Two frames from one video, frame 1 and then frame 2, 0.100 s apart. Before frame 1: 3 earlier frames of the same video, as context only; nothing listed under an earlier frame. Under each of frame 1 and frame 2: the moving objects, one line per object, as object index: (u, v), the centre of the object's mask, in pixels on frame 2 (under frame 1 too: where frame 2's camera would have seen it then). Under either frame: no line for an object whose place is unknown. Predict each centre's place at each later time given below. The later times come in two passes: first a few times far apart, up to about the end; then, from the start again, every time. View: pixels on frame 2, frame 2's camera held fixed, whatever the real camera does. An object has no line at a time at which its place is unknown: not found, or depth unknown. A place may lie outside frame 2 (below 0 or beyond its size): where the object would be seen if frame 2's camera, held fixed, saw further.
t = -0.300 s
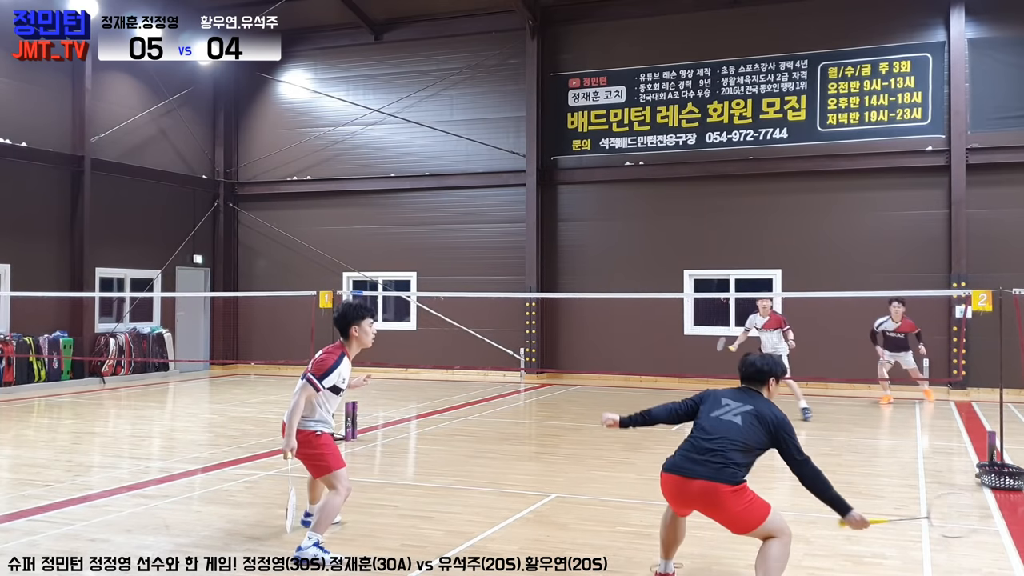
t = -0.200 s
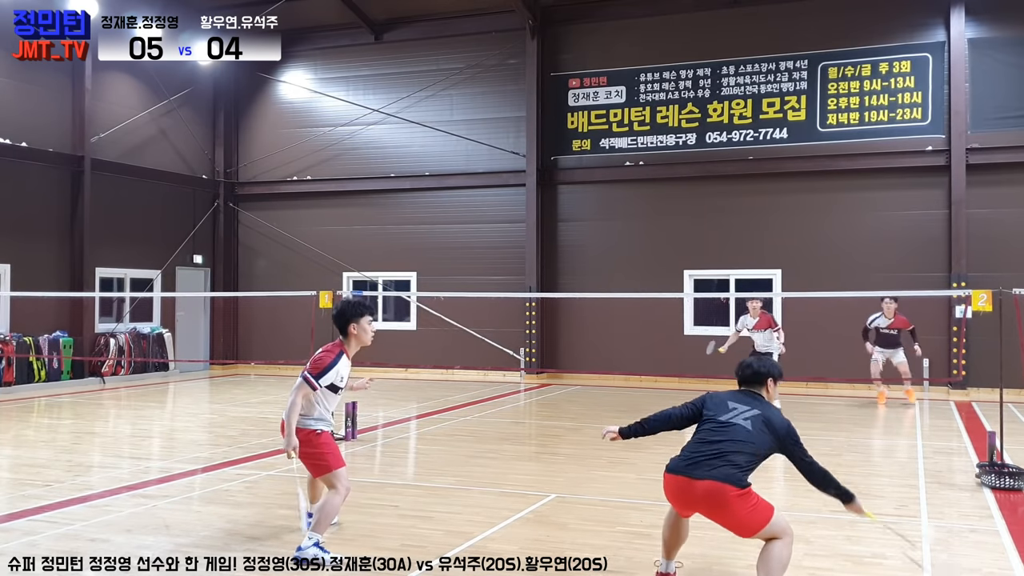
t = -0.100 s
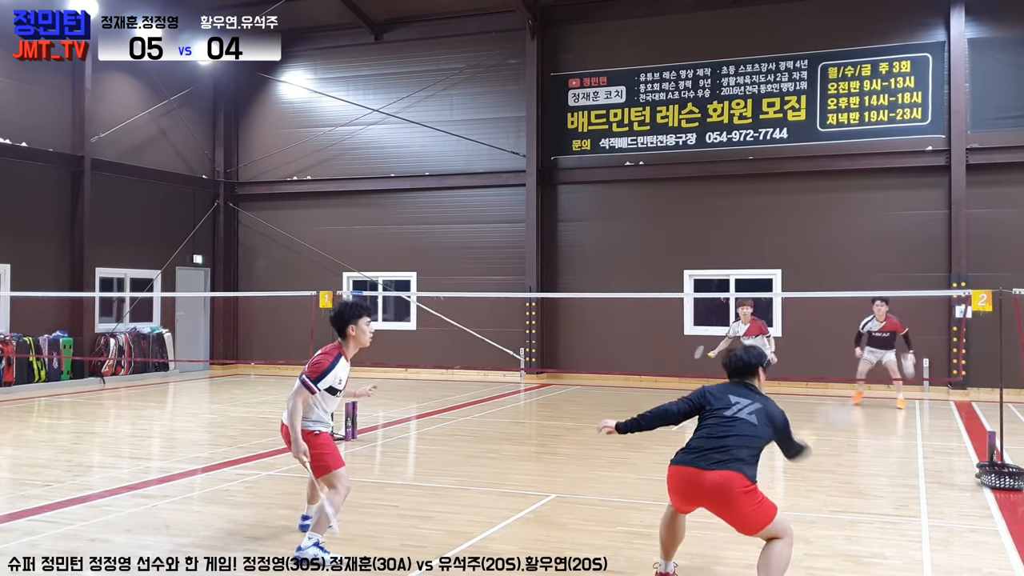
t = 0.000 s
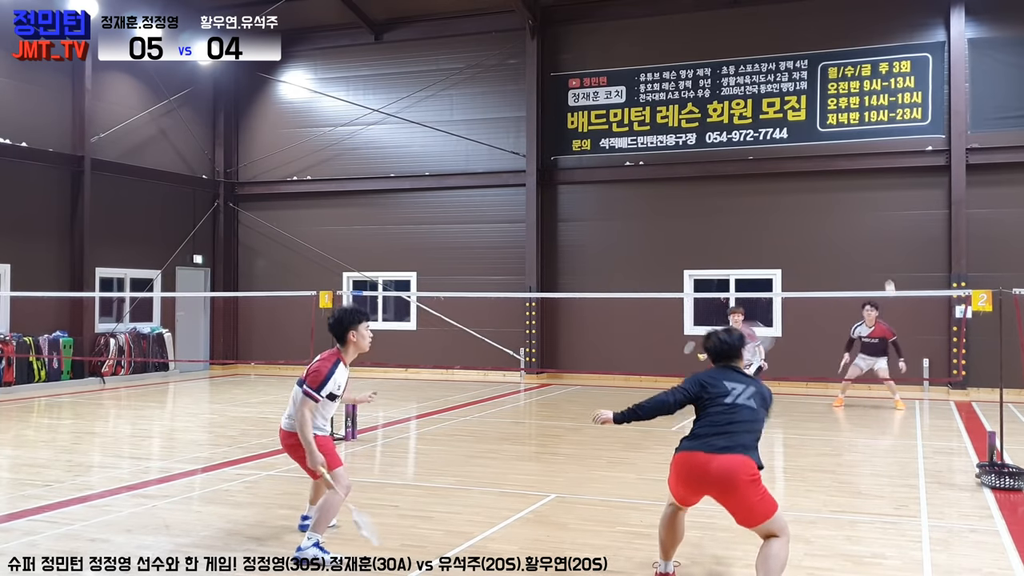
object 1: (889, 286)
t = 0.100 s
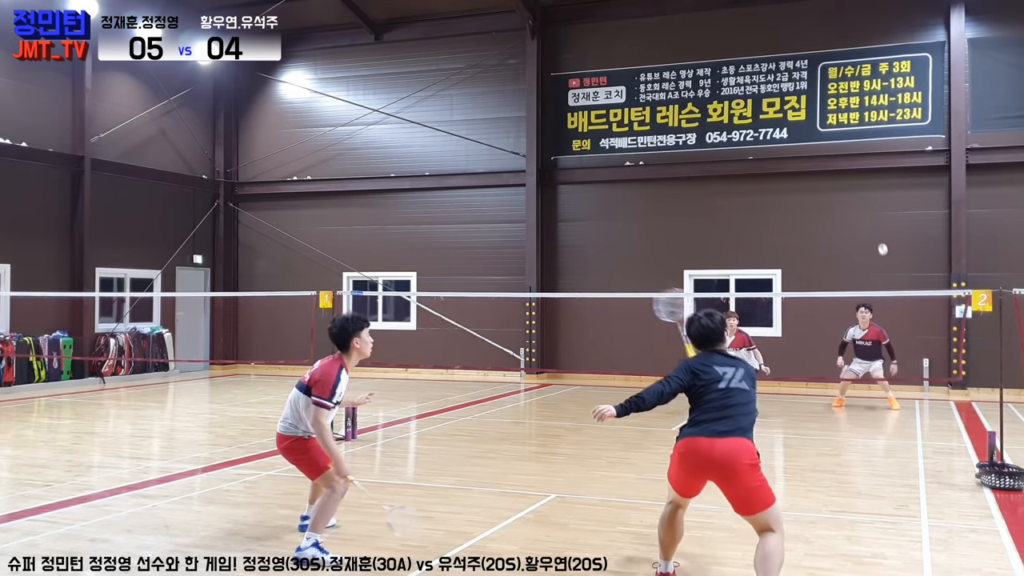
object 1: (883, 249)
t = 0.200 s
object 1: (876, 232)
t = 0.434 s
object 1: (867, 239)
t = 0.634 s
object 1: (864, 278)
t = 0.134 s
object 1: (880, 242)
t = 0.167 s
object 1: (877, 236)
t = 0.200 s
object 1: (876, 232)
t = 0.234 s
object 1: (874, 229)
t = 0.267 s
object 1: (873, 228)
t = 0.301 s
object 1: (872, 228)
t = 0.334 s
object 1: (871, 229)
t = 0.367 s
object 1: (869, 231)
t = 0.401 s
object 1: (869, 234)
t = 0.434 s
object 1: (867, 239)
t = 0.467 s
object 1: (867, 244)
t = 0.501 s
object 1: (866, 249)
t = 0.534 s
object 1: (865, 255)
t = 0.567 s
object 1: (865, 262)
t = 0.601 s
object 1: (864, 270)
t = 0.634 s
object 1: (864, 278)
